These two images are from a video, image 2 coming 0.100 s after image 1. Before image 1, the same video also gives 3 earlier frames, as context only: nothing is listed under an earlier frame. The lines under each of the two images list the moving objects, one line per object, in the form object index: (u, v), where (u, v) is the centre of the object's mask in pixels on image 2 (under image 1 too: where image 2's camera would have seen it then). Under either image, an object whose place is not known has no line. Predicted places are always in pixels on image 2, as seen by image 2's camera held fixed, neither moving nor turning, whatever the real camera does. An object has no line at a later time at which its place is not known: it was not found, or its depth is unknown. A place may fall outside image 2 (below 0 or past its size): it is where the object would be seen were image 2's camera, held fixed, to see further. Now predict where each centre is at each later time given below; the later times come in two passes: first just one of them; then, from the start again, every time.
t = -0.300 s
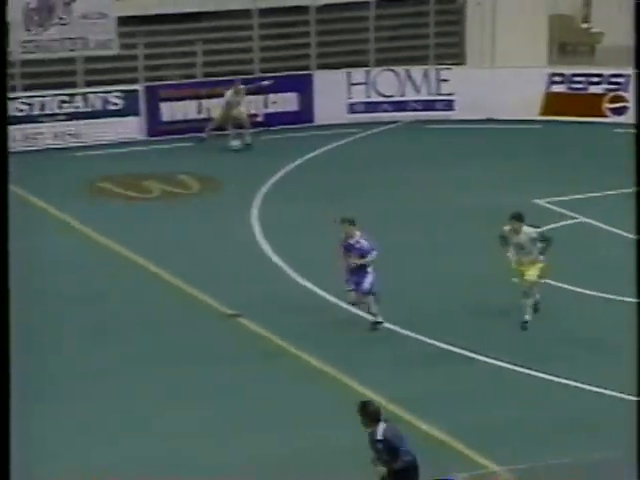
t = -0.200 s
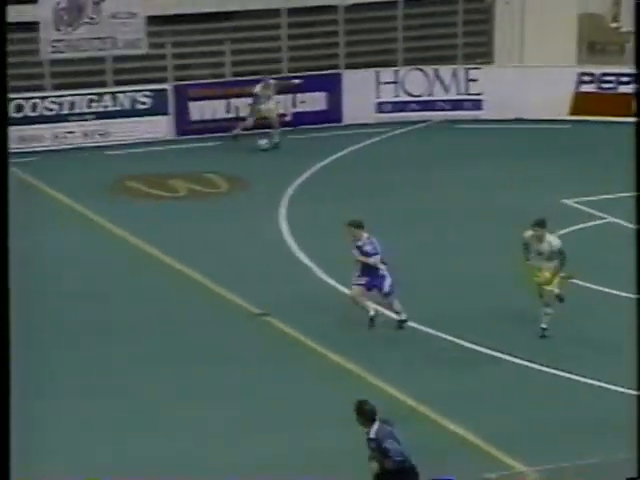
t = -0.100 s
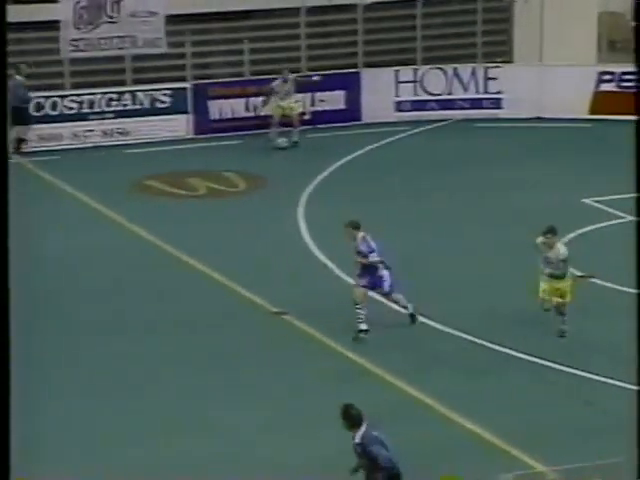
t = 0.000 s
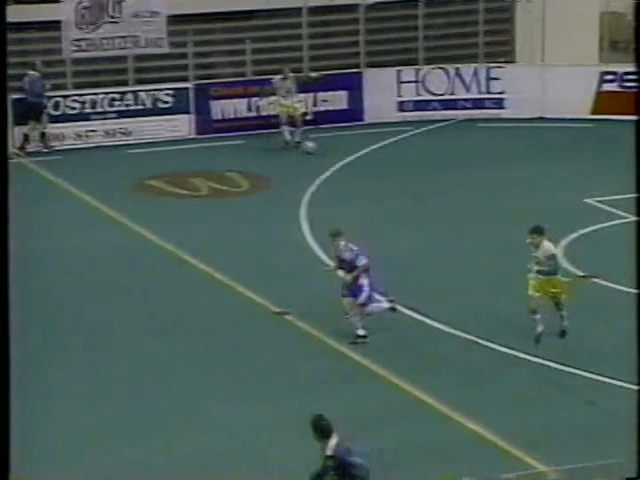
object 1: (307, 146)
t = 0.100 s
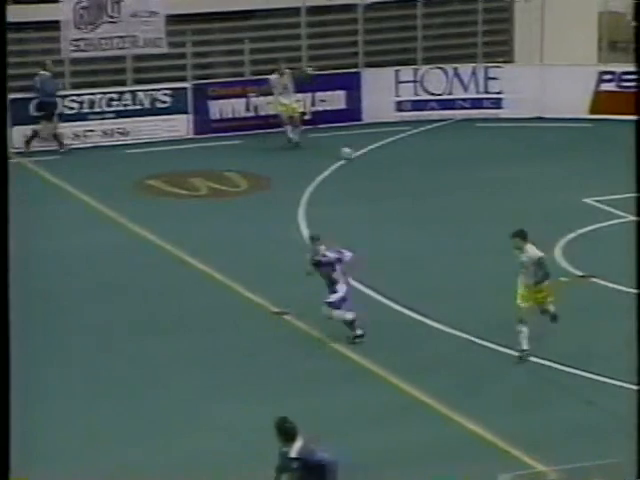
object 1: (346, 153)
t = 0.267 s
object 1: (407, 165)
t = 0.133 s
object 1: (359, 155)
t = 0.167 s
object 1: (371, 158)
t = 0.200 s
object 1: (382, 160)
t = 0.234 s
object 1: (395, 162)
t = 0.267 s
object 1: (407, 165)
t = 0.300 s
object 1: (418, 166)
